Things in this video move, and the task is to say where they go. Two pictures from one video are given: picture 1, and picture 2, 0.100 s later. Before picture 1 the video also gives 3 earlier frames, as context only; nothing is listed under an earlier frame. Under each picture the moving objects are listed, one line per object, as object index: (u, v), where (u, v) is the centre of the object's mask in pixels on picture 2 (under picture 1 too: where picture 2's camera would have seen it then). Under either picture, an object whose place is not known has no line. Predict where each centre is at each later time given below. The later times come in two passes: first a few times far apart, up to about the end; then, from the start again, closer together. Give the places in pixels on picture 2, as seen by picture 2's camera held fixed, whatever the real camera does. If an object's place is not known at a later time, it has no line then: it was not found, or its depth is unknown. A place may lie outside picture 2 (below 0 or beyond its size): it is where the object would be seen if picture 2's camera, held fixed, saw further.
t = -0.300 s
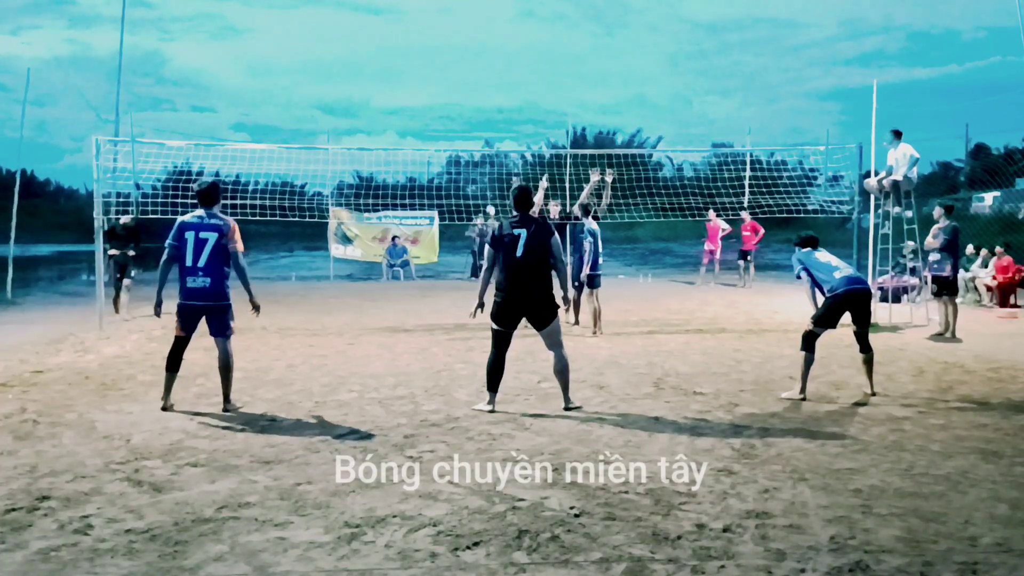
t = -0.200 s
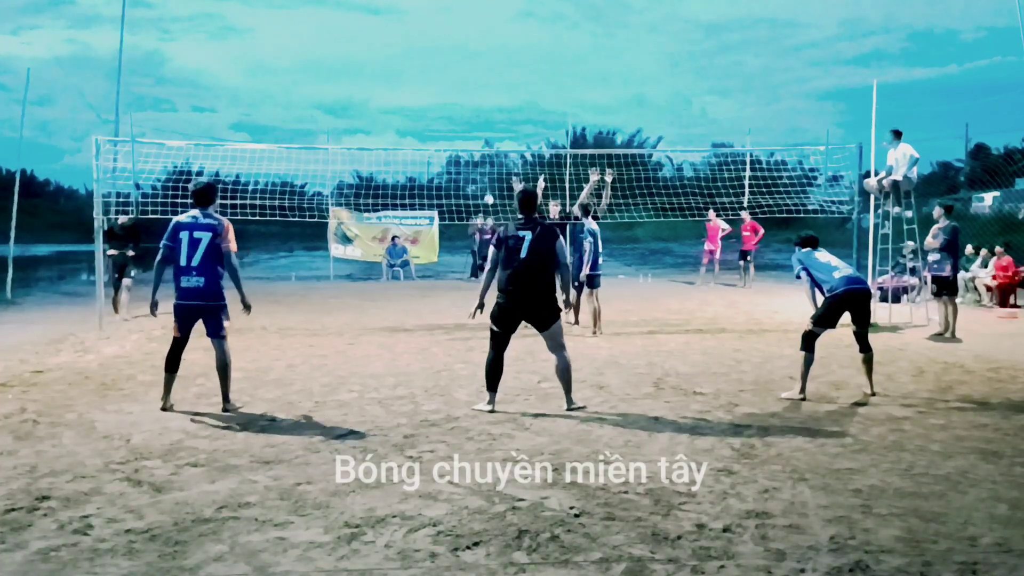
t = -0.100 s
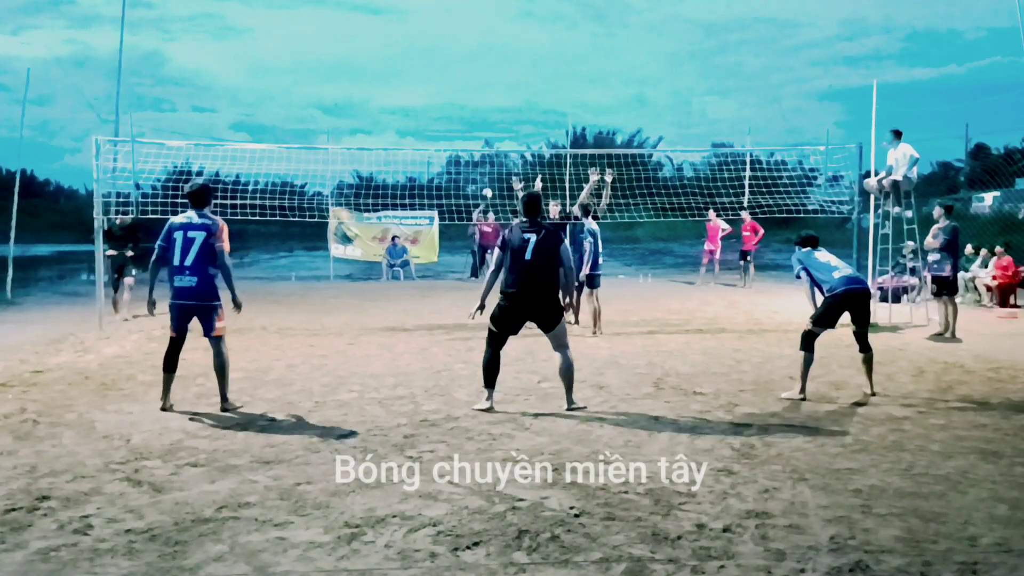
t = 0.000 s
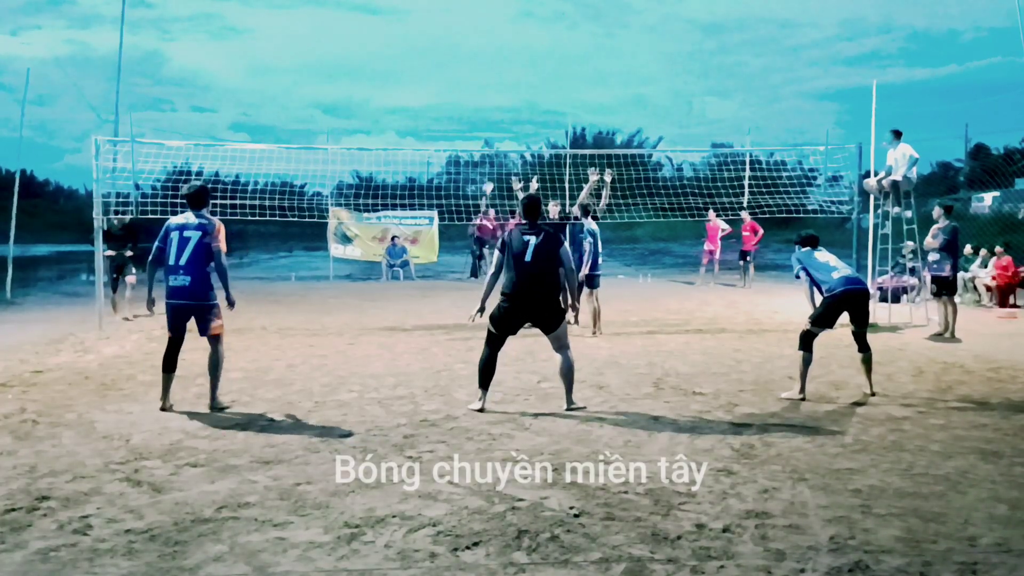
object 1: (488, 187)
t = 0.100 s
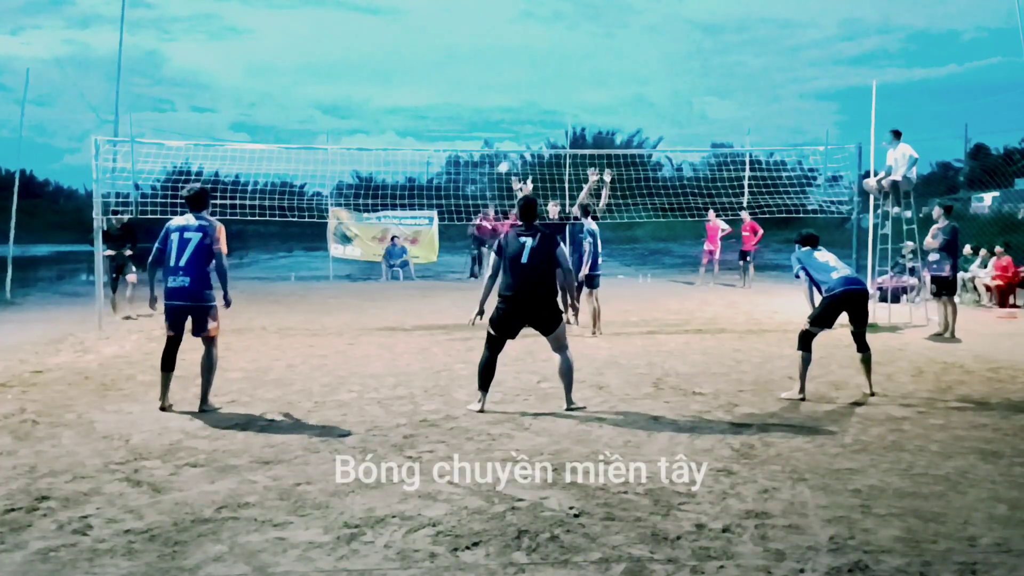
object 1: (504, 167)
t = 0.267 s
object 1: (532, 136)
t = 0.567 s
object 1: (596, 105)
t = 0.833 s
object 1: (681, 119)
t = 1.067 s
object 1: (791, 198)
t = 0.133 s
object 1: (510, 160)
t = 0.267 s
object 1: (532, 136)
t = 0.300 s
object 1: (539, 131)
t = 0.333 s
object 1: (545, 126)
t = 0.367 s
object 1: (551, 122)
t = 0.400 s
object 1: (558, 117)
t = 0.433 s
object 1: (564, 115)
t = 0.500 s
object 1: (579, 109)
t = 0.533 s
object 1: (587, 106)
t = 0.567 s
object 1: (596, 105)
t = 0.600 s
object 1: (605, 104)
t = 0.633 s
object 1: (614, 103)
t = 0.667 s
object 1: (625, 104)
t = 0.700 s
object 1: (636, 105)
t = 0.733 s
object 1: (647, 107)
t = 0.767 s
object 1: (658, 110)
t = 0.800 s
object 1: (669, 113)
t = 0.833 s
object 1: (681, 119)
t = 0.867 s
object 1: (695, 126)
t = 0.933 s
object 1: (722, 142)
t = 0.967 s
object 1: (738, 155)
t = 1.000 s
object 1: (755, 167)
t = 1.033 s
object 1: (773, 182)
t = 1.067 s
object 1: (791, 198)
